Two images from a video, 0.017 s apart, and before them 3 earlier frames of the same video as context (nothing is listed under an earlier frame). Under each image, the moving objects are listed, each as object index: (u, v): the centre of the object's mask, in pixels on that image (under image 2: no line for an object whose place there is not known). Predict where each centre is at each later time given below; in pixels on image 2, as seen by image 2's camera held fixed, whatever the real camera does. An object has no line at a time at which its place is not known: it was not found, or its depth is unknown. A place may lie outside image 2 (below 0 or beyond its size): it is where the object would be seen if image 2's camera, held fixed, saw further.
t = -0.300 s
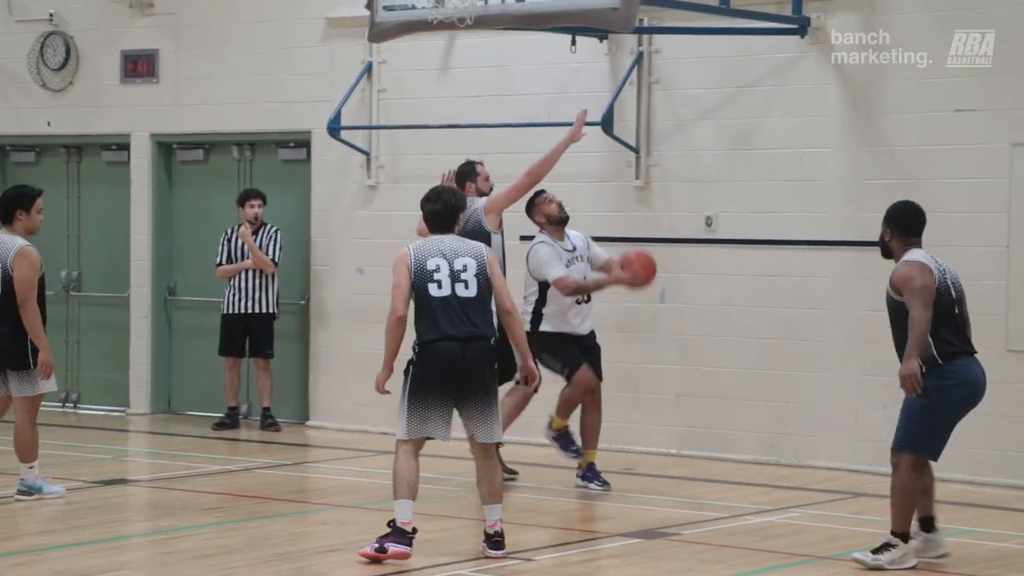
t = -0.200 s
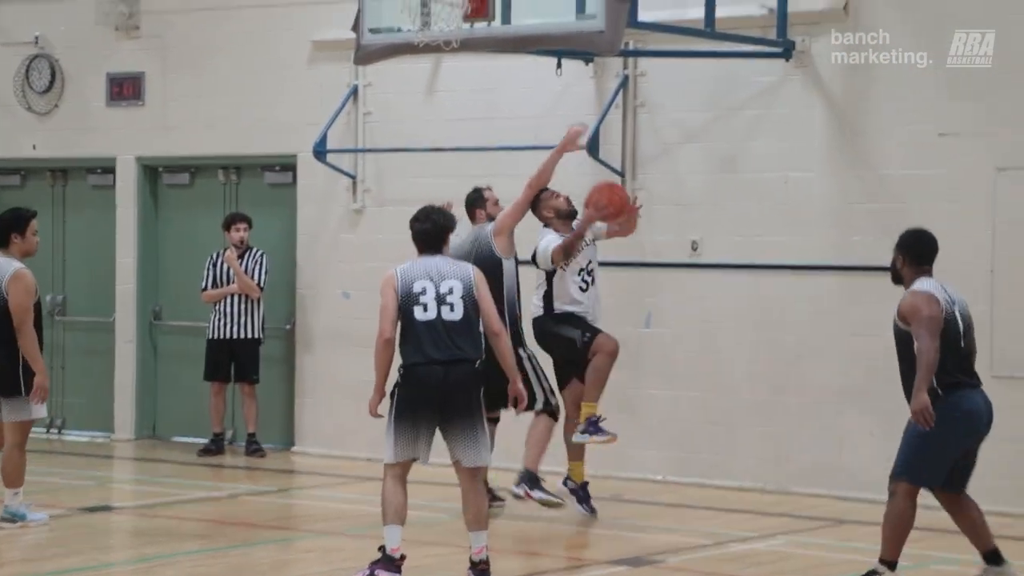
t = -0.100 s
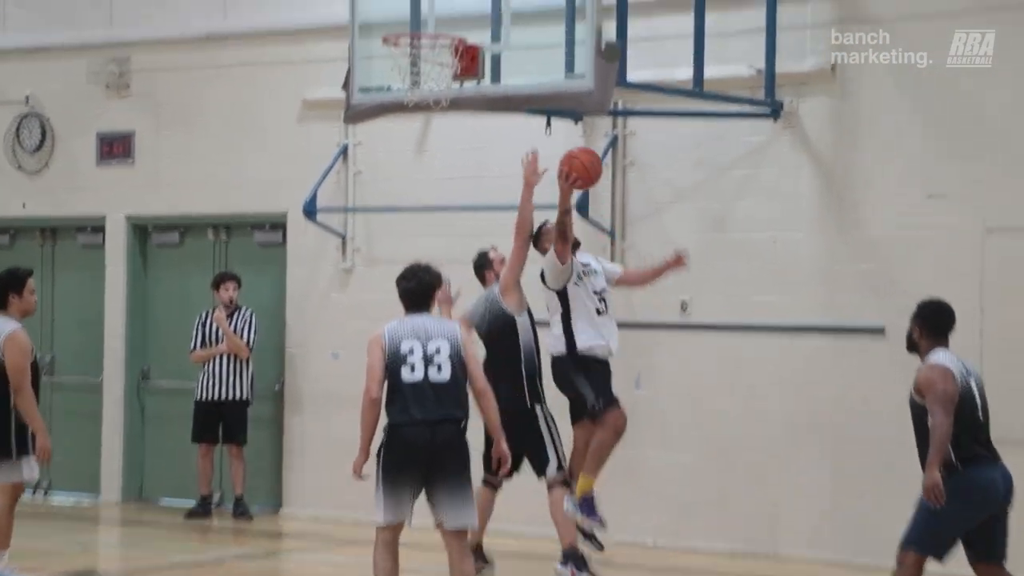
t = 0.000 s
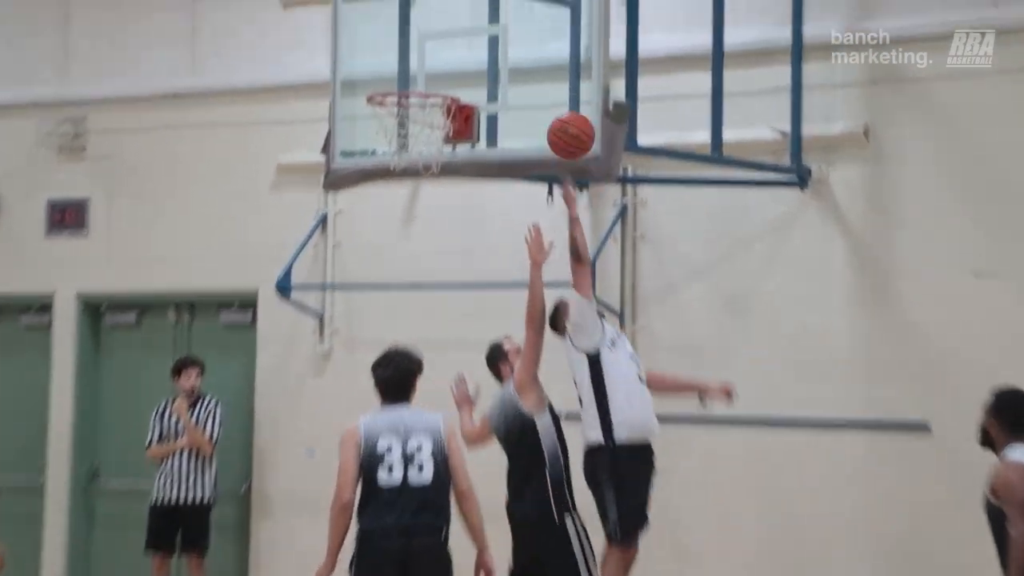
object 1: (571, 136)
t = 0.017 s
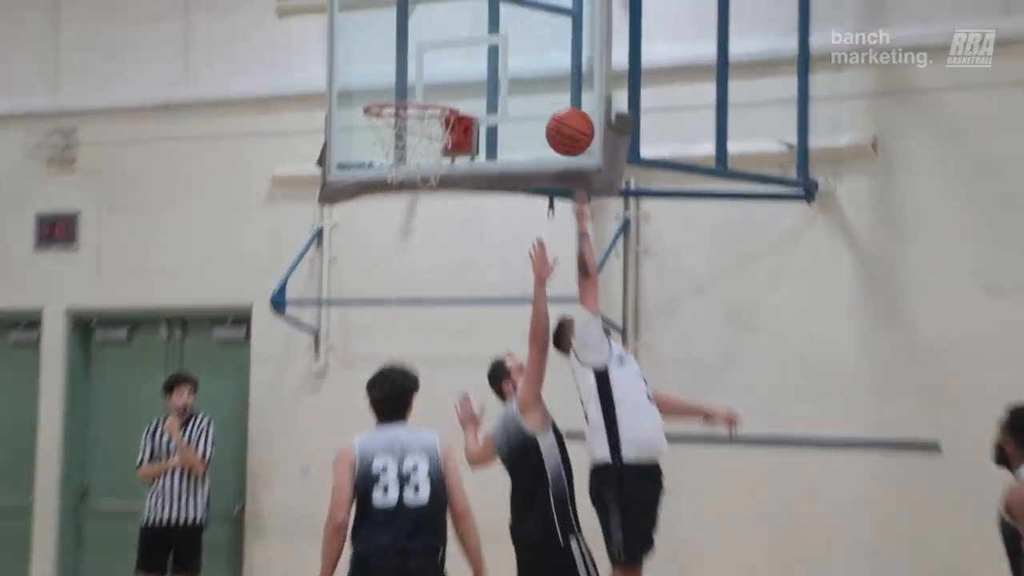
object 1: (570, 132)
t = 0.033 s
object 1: (566, 117)
